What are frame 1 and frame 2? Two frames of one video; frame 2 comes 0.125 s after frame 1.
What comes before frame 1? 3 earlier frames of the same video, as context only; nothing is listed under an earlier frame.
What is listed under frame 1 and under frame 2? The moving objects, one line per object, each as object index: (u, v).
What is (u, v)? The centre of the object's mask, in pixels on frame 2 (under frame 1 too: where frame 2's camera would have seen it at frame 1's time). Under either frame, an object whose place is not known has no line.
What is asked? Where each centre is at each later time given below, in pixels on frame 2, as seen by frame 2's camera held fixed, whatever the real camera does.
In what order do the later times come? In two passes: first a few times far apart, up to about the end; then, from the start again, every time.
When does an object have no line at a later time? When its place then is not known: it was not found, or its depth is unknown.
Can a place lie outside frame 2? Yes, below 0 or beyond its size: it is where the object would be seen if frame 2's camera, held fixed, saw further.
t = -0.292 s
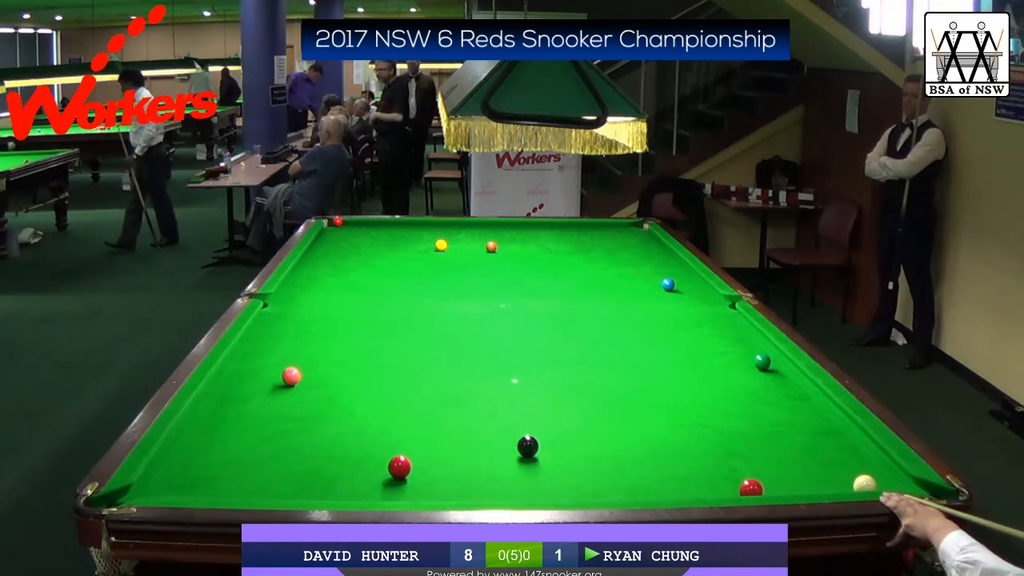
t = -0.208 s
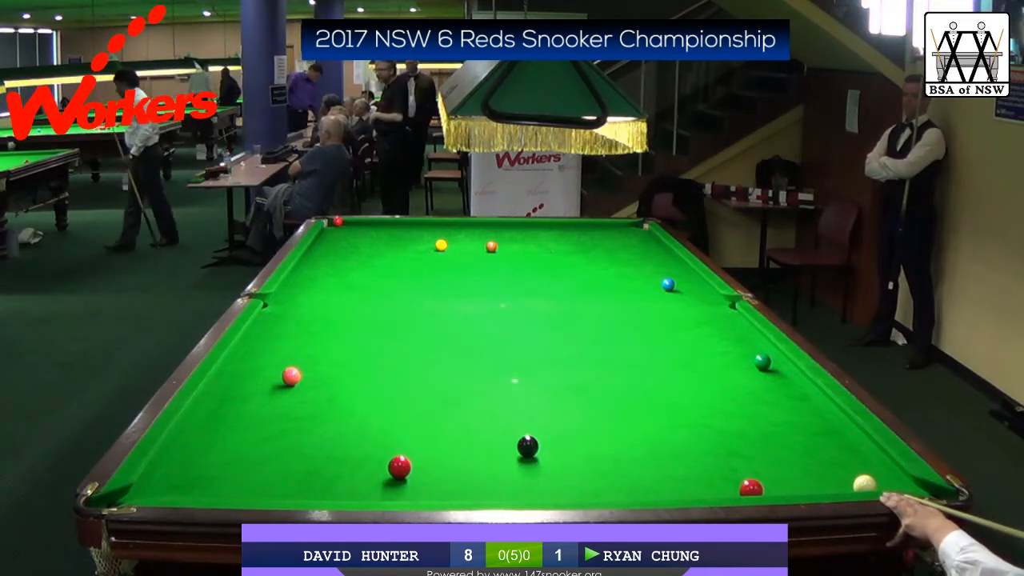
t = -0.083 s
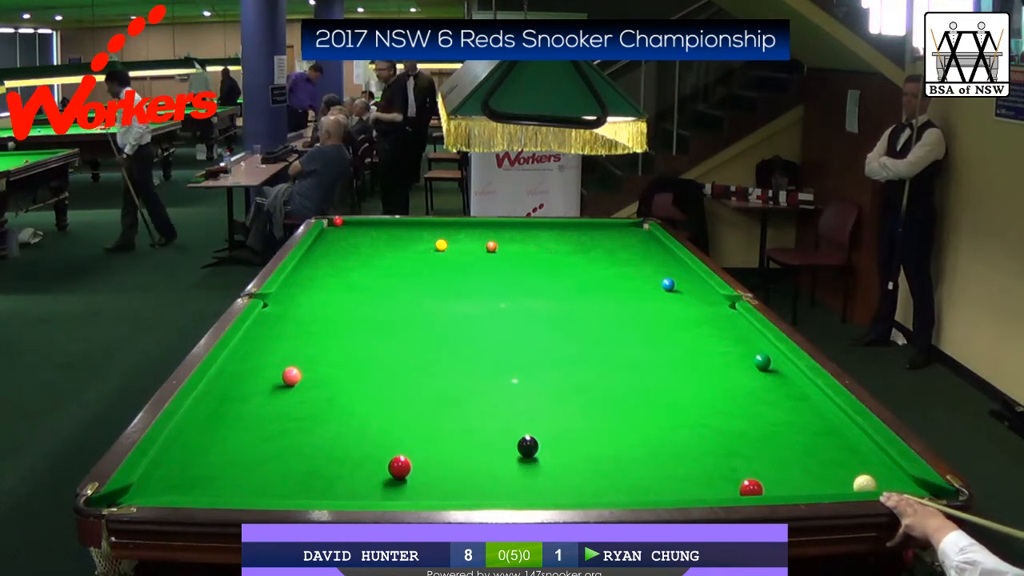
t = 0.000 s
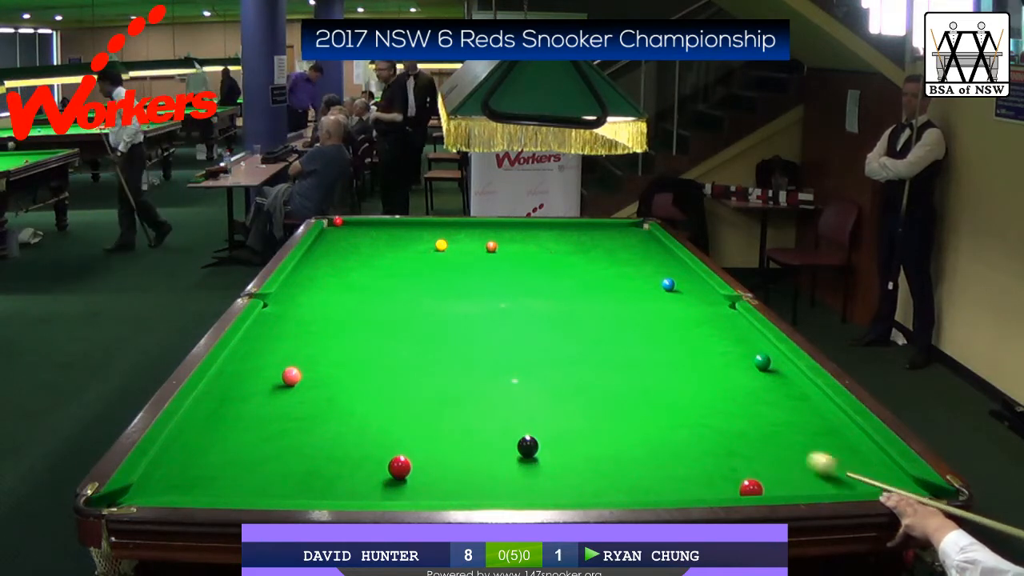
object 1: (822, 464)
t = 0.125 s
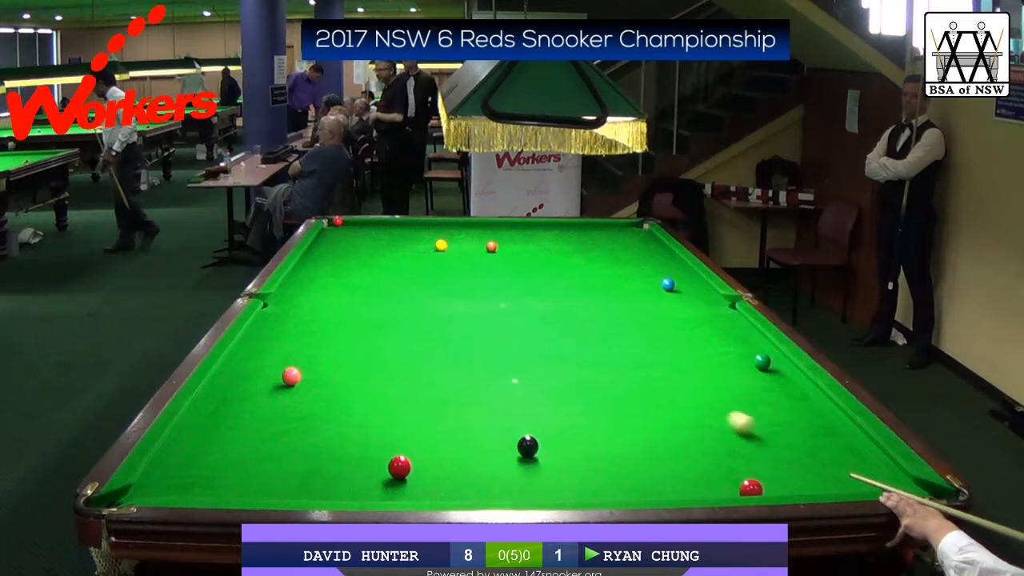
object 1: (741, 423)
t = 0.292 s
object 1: (653, 378)
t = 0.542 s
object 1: (552, 327)
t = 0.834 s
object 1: (468, 284)
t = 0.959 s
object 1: (439, 270)
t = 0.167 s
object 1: (717, 411)
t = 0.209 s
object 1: (694, 399)
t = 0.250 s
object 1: (673, 389)
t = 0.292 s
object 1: (653, 378)
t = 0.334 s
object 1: (633, 368)
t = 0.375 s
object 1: (615, 359)
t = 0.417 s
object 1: (598, 350)
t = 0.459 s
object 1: (582, 342)
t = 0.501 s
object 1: (567, 334)
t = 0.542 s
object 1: (552, 327)
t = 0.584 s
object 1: (538, 320)
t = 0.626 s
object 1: (525, 313)
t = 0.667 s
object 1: (512, 307)
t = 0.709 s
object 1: (500, 301)
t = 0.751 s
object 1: (489, 295)
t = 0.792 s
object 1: (478, 290)
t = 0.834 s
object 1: (468, 284)
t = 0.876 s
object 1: (458, 280)
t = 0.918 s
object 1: (448, 275)
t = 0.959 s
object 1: (439, 270)
